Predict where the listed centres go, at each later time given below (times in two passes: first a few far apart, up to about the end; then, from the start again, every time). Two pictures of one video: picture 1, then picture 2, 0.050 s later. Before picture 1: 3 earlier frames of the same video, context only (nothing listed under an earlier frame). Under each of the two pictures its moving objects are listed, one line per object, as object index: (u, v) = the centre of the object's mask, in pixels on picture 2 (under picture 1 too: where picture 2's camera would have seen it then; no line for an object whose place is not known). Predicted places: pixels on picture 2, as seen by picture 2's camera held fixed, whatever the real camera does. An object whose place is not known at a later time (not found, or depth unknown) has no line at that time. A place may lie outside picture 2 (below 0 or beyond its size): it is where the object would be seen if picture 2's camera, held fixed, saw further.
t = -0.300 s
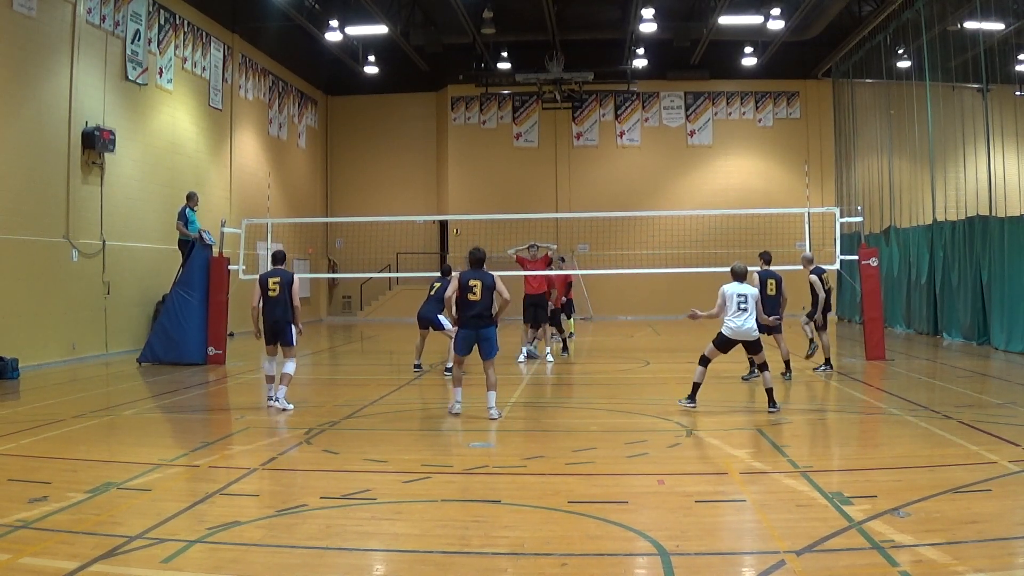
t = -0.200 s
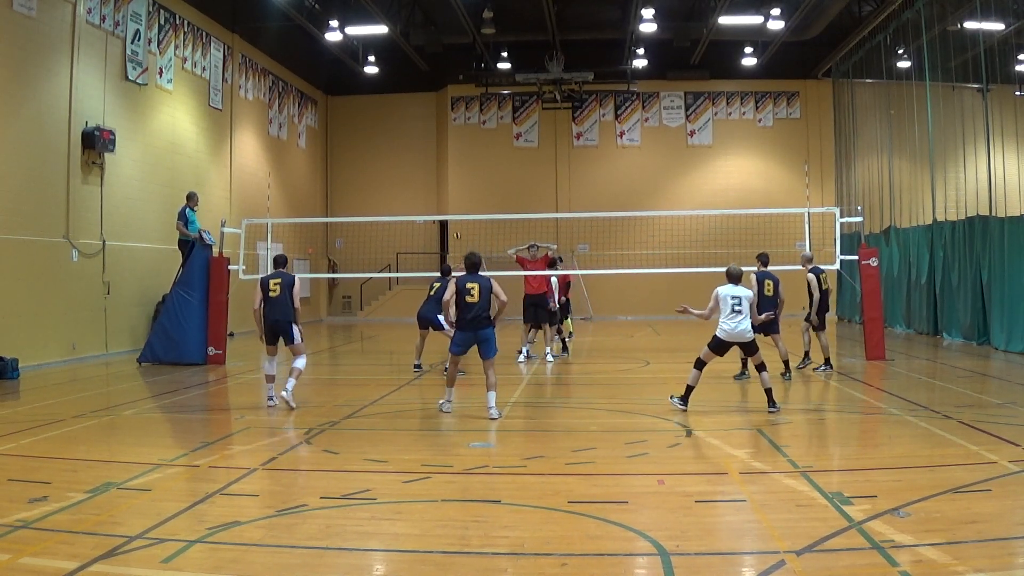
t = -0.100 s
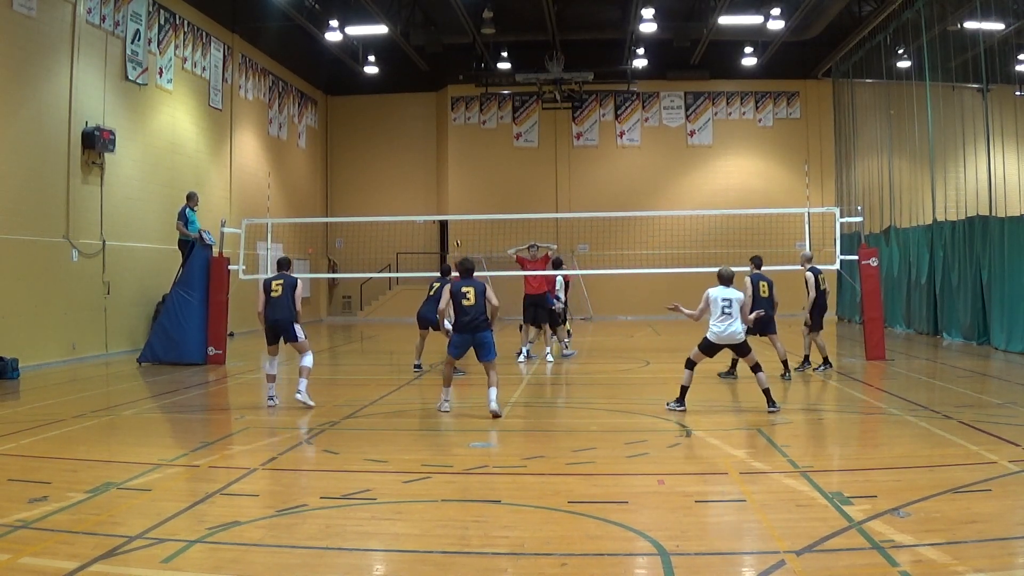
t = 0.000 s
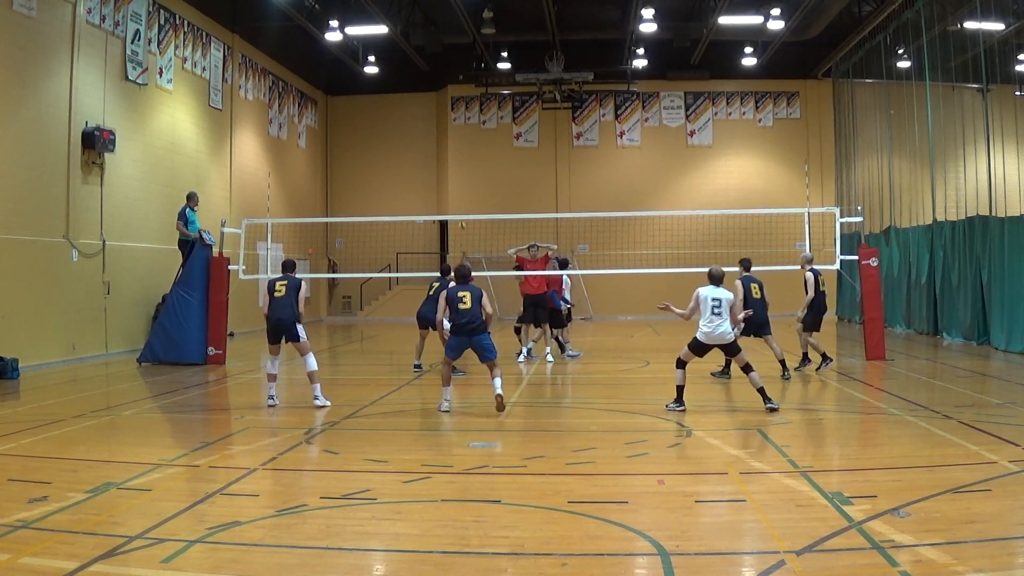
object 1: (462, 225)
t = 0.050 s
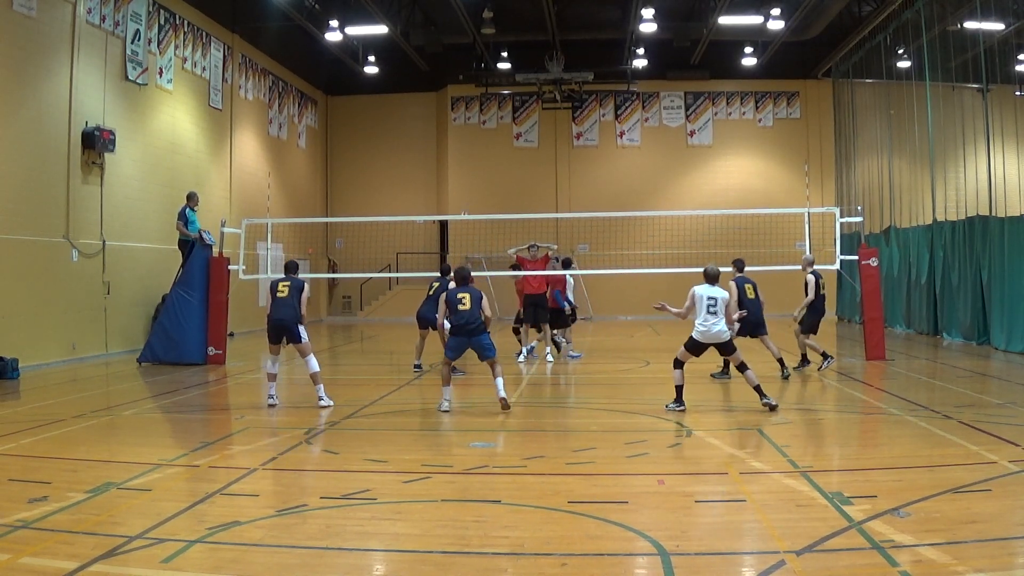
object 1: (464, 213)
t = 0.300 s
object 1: (476, 172)
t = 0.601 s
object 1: (493, 148)
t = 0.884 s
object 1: (519, 170)
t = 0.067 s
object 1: (466, 211)
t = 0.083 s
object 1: (466, 208)
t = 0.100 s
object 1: (467, 205)
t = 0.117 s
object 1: (468, 202)
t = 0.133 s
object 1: (469, 199)
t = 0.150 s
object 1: (470, 196)
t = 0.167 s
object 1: (471, 193)
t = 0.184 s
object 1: (471, 190)
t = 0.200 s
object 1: (472, 187)
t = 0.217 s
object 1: (473, 185)
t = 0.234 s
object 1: (473, 182)
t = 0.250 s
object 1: (474, 179)
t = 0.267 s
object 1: (474, 177)
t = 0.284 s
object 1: (475, 175)
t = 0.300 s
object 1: (476, 172)
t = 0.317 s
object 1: (476, 170)
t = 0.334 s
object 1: (477, 168)
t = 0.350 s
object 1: (478, 166)
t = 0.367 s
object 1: (478, 164)
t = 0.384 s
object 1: (479, 163)
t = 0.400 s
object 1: (480, 161)
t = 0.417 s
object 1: (480, 159)
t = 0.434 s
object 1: (481, 158)
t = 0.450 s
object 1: (482, 157)
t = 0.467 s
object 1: (483, 155)
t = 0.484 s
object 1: (484, 153)
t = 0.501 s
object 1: (485, 153)
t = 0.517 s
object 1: (486, 152)
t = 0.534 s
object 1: (487, 150)
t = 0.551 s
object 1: (488, 150)
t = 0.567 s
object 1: (490, 149)
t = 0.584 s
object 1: (491, 148)
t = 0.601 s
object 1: (493, 148)
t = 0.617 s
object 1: (494, 147)
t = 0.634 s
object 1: (495, 147)
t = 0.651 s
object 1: (496, 147)
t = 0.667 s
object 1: (497, 148)
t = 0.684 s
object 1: (499, 148)
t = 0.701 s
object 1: (500, 149)
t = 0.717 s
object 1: (502, 150)
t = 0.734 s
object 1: (503, 151)
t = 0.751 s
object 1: (505, 152)
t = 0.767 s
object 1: (506, 154)
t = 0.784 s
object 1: (508, 155)
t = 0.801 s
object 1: (510, 157)
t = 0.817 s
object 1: (511, 159)
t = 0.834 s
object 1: (513, 162)
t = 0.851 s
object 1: (515, 163)
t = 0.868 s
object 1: (517, 166)
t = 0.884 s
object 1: (519, 170)
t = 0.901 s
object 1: (521, 173)
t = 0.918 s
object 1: (523, 177)
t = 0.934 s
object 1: (525, 181)
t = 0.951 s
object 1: (528, 186)
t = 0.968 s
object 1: (530, 191)
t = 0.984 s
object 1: (532, 196)
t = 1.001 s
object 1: (535, 201)
